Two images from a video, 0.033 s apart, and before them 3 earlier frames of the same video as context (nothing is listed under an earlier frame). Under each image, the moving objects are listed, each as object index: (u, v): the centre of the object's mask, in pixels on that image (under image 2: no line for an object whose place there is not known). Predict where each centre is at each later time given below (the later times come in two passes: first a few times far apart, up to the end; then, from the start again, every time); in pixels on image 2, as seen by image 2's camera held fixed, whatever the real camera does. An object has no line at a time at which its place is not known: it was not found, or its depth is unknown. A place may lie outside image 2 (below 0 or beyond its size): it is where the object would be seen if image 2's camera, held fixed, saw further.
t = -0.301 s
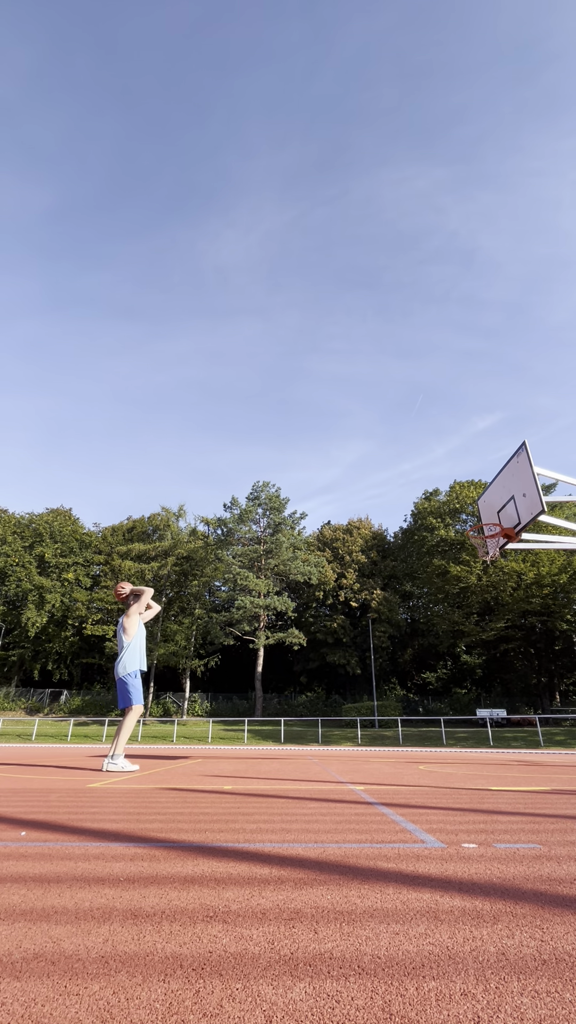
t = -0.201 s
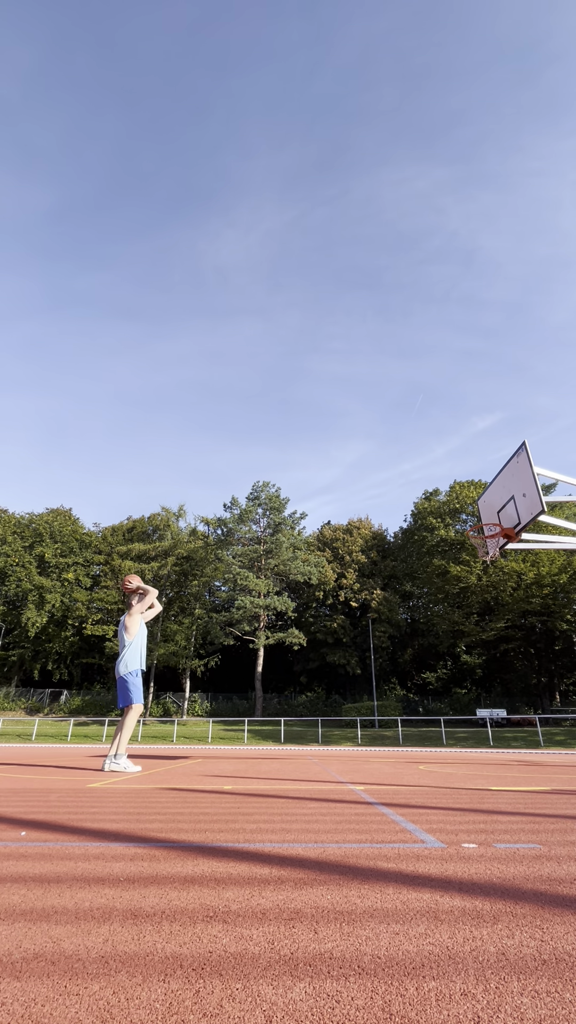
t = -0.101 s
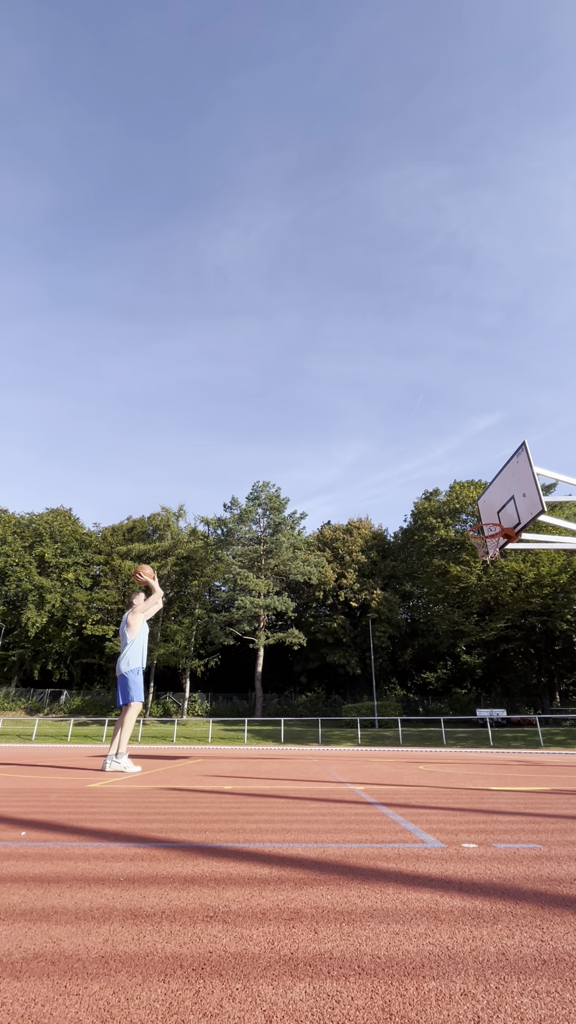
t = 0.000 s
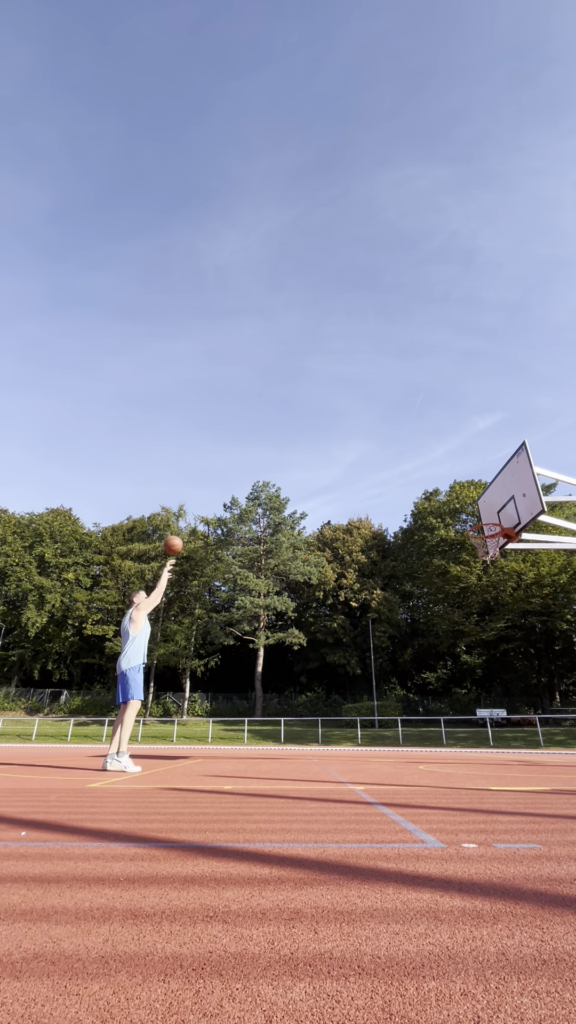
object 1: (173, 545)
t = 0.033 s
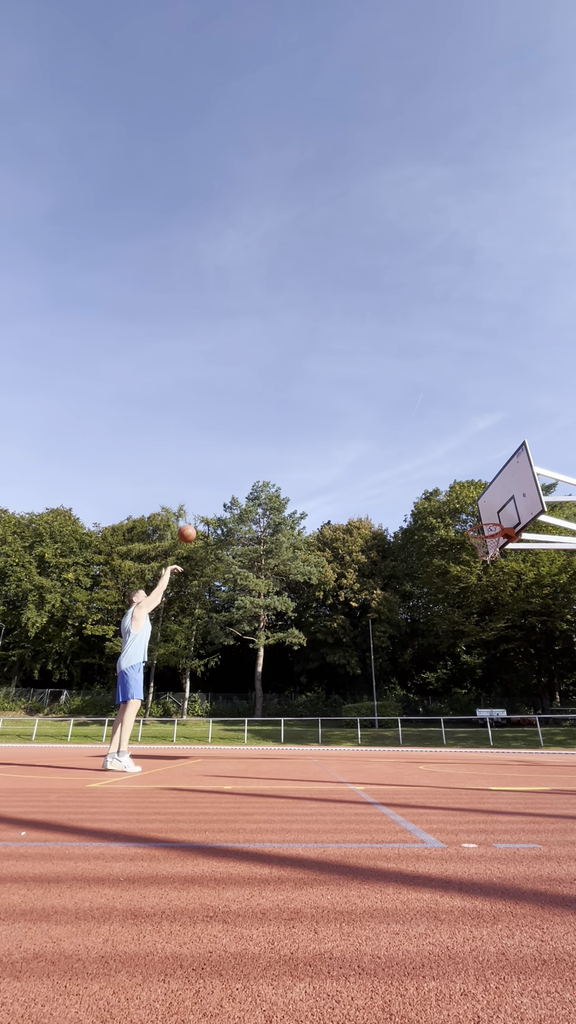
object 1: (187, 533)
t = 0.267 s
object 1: (273, 483)
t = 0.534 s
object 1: (360, 470)
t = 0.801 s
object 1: (446, 499)
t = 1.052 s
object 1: (480, 554)
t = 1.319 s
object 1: (458, 604)
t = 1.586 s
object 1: (441, 721)
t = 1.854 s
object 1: (406, 674)
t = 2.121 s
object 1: (371, 624)
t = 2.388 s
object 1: (340, 633)
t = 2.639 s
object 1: (311, 702)
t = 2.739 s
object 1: (298, 751)
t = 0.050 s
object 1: (193, 529)
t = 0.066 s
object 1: (200, 524)
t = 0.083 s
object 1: (207, 519)
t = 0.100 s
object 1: (213, 515)
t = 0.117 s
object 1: (219, 510)
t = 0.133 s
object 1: (226, 507)
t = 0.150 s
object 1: (231, 503)
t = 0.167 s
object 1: (238, 500)
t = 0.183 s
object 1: (244, 496)
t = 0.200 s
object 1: (250, 493)
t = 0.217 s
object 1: (256, 491)
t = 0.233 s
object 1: (262, 488)
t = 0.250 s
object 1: (267, 485)
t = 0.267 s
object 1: (273, 483)
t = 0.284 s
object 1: (279, 481)
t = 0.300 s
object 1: (284, 479)
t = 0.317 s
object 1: (290, 477)
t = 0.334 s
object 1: (296, 476)
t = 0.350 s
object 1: (301, 474)
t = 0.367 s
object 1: (307, 473)
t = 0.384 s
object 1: (312, 472)
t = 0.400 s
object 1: (318, 471)
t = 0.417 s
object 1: (323, 471)
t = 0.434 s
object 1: (328, 470)
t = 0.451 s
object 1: (334, 470)
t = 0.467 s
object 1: (339, 469)
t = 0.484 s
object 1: (345, 469)
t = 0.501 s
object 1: (350, 469)
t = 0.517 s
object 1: (355, 470)
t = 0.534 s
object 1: (360, 470)
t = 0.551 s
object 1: (366, 471)
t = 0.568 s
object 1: (371, 471)
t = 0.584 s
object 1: (376, 472)
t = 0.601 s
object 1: (381, 474)
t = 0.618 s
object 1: (387, 475)
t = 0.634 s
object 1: (392, 476)
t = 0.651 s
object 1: (398, 478)
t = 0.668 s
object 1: (403, 480)
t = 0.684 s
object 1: (408, 481)
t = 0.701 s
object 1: (414, 483)
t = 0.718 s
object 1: (419, 486)
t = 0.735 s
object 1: (425, 488)
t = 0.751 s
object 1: (430, 491)
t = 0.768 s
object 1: (435, 494)
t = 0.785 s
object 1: (441, 496)
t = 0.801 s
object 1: (446, 499)
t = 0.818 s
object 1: (452, 503)
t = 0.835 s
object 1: (458, 506)
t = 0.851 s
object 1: (463, 509)
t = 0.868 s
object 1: (469, 513)
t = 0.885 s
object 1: (475, 517)
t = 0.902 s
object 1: (480, 519)
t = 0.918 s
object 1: (486, 525)
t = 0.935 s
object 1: (491, 530)
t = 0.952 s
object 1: (493, 533)
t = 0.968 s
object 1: (492, 536)
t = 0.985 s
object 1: (491, 542)
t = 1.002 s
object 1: (486, 548)
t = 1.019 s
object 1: (484, 550)
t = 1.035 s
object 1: (482, 554)
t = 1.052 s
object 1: (480, 554)
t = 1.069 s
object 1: (479, 556)
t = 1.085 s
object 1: (478, 558)
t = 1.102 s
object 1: (476, 560)
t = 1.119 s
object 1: (474, 562)
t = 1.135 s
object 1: (473, 564)
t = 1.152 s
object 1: (471, 567)
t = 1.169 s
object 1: (470, 570)
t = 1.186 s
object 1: (469, 573)
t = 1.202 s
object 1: (467, 576)
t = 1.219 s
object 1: (466, 579)
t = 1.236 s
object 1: (465, 583)
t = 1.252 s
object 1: (463, 587)
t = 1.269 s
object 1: (462, 591)
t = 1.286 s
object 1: (461, 595)
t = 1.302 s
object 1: (459, 600)
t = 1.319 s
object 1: (458, 604)
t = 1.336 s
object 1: (457, 609)
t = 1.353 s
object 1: (456, 615)
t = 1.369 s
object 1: (455, 620)
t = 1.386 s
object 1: (453, 626)
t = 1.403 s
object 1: (452, 632)
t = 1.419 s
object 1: (451, 639)
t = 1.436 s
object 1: (450, 645)
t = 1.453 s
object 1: (449, 652)
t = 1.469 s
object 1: (448, 660)
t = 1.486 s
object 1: (447, 667)
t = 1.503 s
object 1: (446, 675)
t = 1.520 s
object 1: (445, 683)
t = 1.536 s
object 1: (444, 692)
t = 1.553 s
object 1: (443, 701)
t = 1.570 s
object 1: (442, 711)
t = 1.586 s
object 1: (441, 721)
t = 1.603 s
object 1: (440, 731)
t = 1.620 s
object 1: (439, 741)
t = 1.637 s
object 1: (438, 753)
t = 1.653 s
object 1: (437, 758)
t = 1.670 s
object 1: (434, 749)
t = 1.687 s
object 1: (432, 741)
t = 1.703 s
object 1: (429, 733)
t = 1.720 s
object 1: (426, 725)
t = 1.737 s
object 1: (423, 718)
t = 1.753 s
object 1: (421, 711)
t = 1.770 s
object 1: (418, 704)
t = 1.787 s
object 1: (416, 698)
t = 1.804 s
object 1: (413, 691)
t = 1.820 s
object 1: (411, 685)
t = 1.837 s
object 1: (408, 680)
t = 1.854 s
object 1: (406, 674)
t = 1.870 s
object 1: (404, 669)
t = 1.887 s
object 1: (401, 665)
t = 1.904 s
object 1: (399, 660)
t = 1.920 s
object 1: (397, 656)
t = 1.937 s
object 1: (394, 652)
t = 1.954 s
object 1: (392, 648)
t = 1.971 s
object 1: (390, 644)
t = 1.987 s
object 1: (388, 641)
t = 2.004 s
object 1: (386, 638)
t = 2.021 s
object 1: (383, 635)
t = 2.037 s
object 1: (381, 633)
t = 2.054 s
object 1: (379, 631)
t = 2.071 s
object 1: (377, 629)
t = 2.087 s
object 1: (375, 627)
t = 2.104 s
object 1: (373, 625)
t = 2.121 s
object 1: (371, 624)
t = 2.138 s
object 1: (369, 623)
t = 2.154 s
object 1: (367, 622)
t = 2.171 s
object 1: (365, 621)
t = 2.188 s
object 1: (363, 620)
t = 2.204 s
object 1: (361, 620)
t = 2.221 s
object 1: (359, 620)
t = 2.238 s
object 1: (357, 620)
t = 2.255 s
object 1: (356, 621)
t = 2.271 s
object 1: (354, 622)
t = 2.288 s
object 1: (352, 622)
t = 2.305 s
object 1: (350, 624)
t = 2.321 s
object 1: (348, 625)
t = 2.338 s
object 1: (346, 626)
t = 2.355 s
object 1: (344, 628)
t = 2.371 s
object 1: (342, 630)
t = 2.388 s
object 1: (340, 633)
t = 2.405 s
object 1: (338, 635)
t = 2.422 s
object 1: (336, 638)
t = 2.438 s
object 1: (335, 641)
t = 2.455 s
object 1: (333, 644)
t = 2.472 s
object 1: (331, 648)
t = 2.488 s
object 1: (329, 652)
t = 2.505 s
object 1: (327, 656)
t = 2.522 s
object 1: (325, 661)
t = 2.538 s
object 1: (323, 666)
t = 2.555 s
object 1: (321, 671)
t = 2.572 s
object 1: (319, 676)
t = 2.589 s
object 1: (317, 682)
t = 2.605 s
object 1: (315, 688)
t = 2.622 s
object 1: (313, 695)
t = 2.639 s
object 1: (311, 702)
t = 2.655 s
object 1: (309, 709)
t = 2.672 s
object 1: (306, 717)
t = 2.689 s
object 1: (304, 725)
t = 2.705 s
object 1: (302, 733)
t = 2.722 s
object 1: (300, 742)
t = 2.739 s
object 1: (298, 751)
